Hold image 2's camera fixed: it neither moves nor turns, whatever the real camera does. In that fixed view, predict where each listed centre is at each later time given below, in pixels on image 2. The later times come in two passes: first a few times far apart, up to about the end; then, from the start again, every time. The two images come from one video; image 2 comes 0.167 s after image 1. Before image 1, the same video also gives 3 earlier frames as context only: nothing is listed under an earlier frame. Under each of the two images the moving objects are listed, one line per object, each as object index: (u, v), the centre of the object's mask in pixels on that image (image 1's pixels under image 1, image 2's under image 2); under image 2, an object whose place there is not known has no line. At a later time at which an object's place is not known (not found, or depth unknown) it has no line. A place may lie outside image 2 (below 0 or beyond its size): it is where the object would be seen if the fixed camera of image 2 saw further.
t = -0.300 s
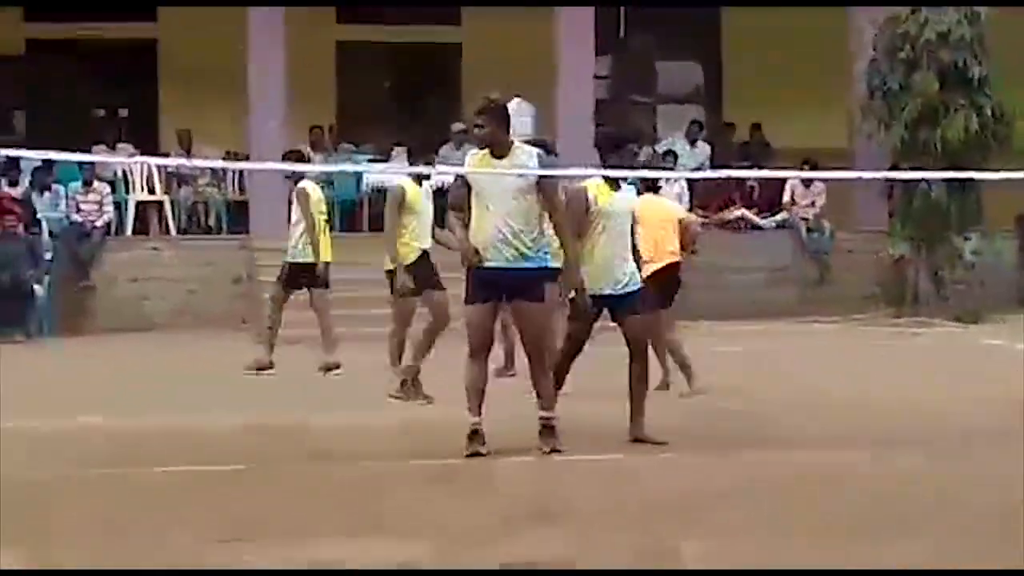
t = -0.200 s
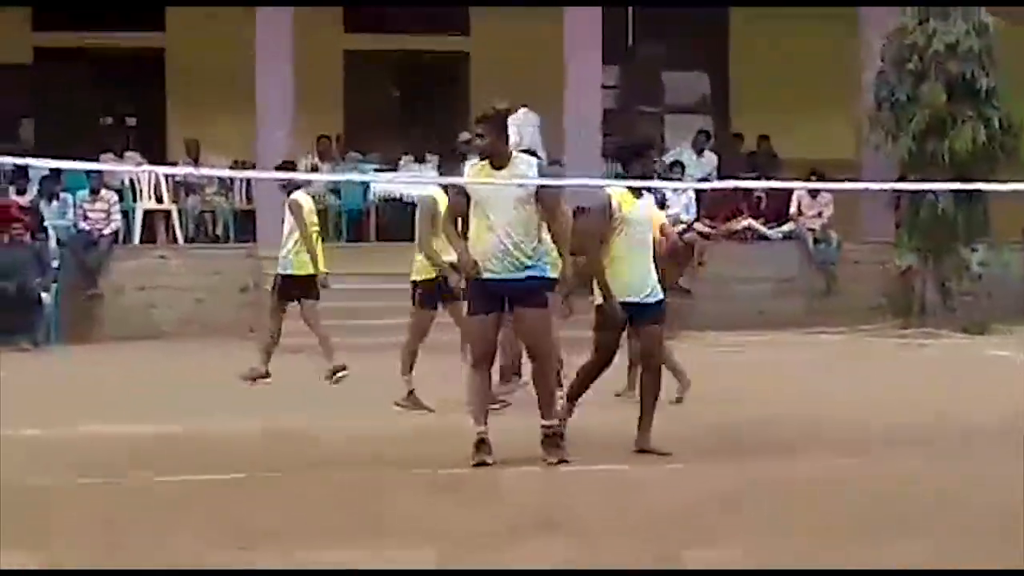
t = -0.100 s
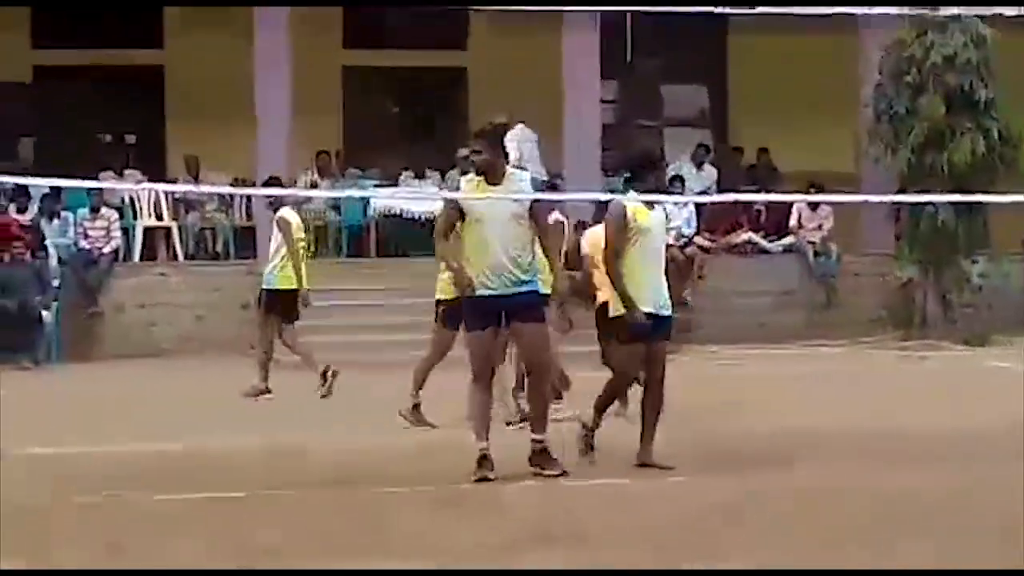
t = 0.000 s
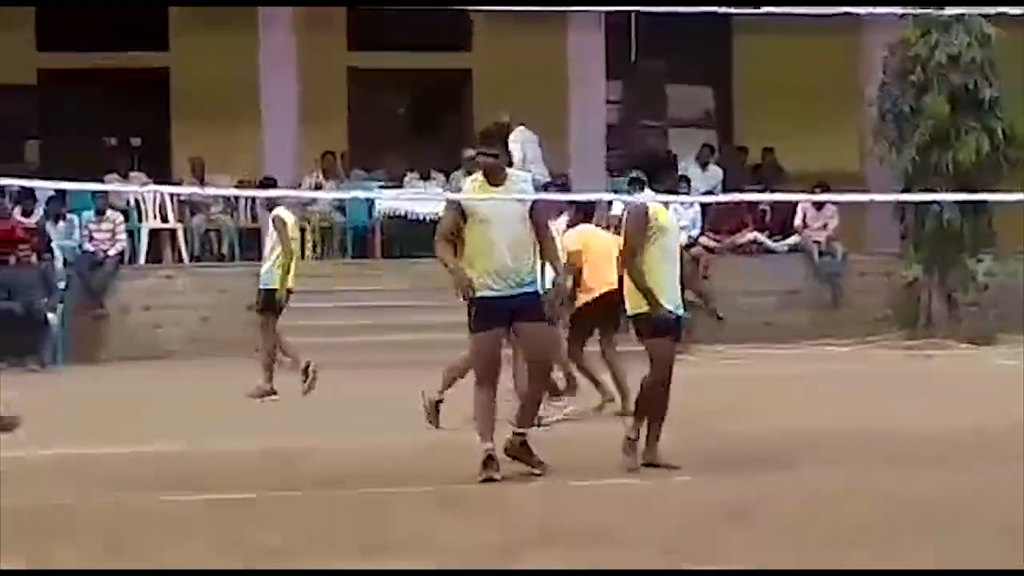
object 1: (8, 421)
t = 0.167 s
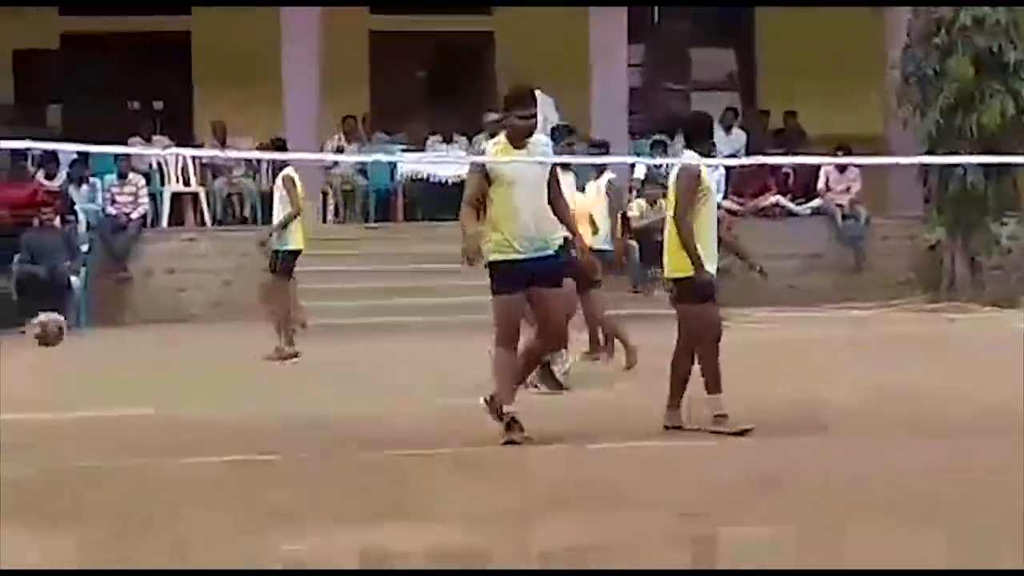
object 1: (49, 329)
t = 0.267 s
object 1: (59, 322)
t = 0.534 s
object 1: (93, 389)
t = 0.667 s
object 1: (109, 370)
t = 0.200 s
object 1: (51, 325)
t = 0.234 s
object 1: (54, 322)
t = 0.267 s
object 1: (59, 322)
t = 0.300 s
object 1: (65, 325)
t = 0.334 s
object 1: (69, 328)
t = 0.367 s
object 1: (72, 333)
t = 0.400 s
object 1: (77, 340)
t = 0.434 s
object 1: (80, 352)
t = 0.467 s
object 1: (85, 366)
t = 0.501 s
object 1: (91, 376)
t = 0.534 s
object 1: (93, 389)
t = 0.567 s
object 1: (95, 403)
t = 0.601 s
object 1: (103, 390)
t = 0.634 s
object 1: (108, 380)
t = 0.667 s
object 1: (109, 370)
